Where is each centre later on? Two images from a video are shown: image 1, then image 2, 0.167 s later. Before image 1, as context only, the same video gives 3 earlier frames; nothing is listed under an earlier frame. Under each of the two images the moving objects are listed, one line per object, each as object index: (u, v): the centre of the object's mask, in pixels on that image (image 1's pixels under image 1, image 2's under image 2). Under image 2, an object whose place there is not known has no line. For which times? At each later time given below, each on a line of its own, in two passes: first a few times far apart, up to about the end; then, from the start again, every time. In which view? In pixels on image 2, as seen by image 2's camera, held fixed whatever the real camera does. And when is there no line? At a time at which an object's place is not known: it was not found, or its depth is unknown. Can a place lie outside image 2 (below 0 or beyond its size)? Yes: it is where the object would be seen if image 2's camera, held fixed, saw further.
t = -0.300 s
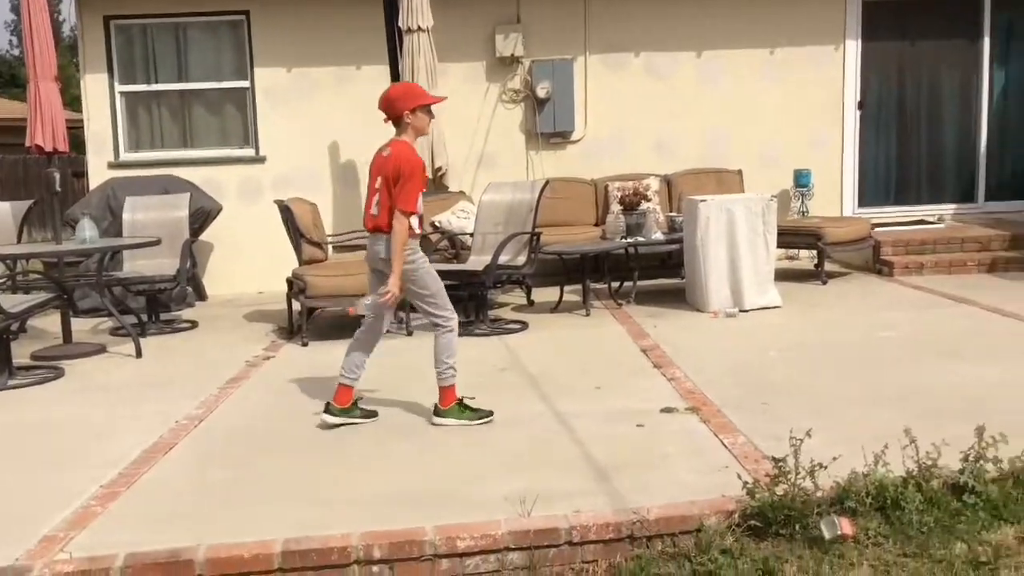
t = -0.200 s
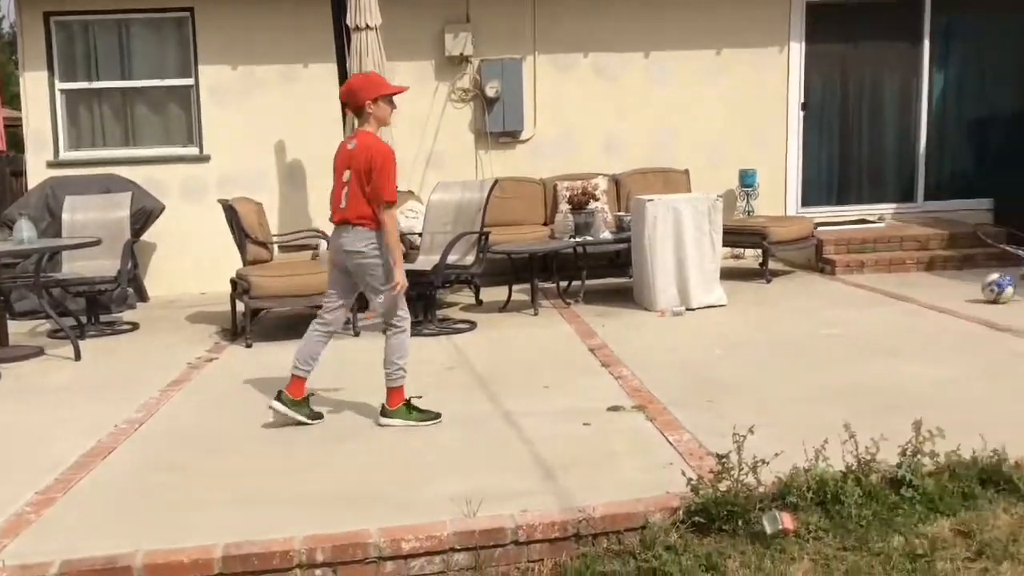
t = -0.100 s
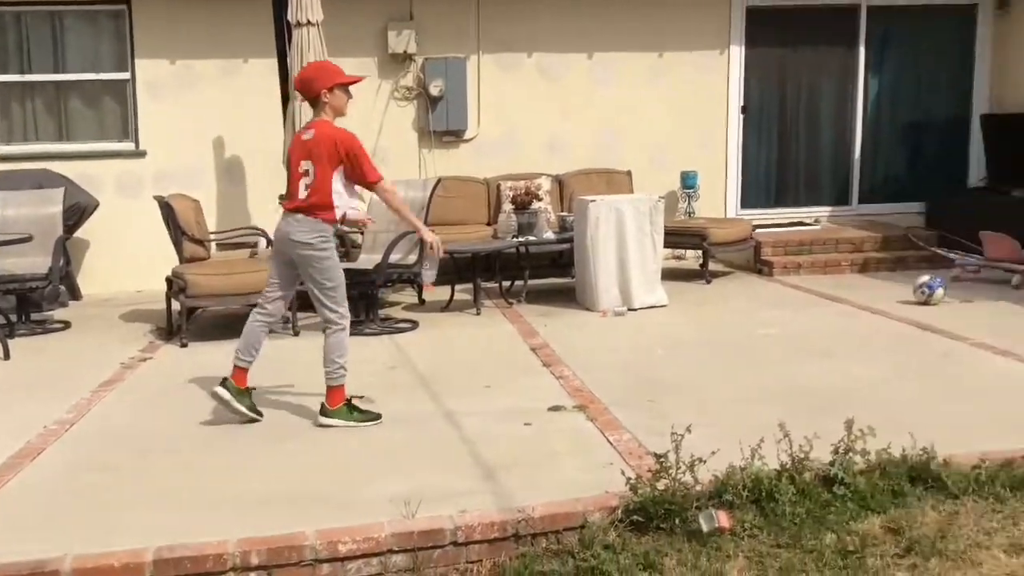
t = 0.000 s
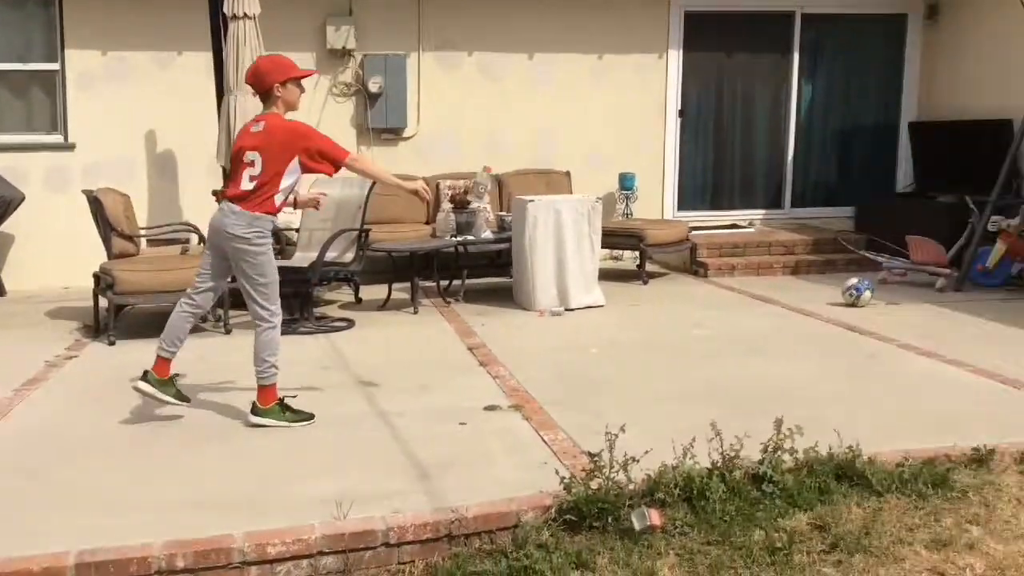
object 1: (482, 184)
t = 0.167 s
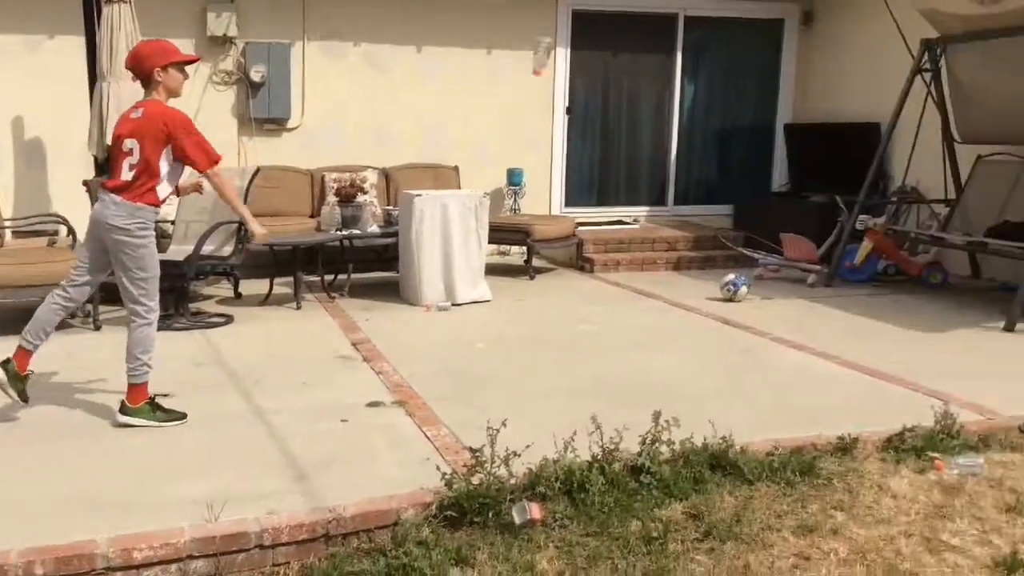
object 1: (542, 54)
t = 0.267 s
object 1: (638, 17)
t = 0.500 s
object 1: (844, 20)
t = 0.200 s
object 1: (575, 40)
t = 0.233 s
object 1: (606, 27)
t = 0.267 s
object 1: (638, 17)
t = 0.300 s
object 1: (667, 10)
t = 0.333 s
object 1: (698, 9)
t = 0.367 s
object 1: (730, 9)
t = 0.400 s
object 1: (761, 7)
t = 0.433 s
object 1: (790, 7)
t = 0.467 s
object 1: (816, 12)
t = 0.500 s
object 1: (844, 20)
